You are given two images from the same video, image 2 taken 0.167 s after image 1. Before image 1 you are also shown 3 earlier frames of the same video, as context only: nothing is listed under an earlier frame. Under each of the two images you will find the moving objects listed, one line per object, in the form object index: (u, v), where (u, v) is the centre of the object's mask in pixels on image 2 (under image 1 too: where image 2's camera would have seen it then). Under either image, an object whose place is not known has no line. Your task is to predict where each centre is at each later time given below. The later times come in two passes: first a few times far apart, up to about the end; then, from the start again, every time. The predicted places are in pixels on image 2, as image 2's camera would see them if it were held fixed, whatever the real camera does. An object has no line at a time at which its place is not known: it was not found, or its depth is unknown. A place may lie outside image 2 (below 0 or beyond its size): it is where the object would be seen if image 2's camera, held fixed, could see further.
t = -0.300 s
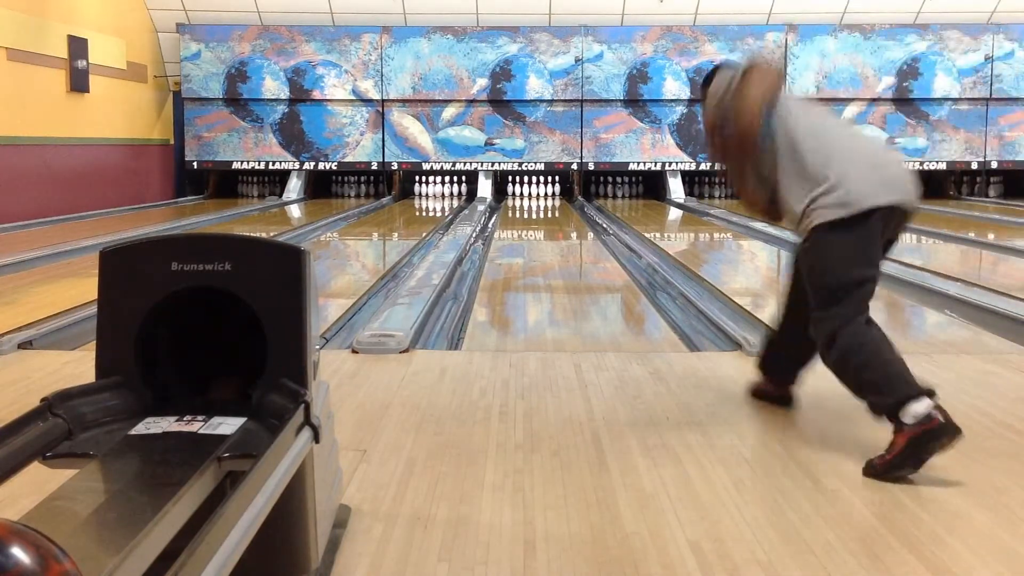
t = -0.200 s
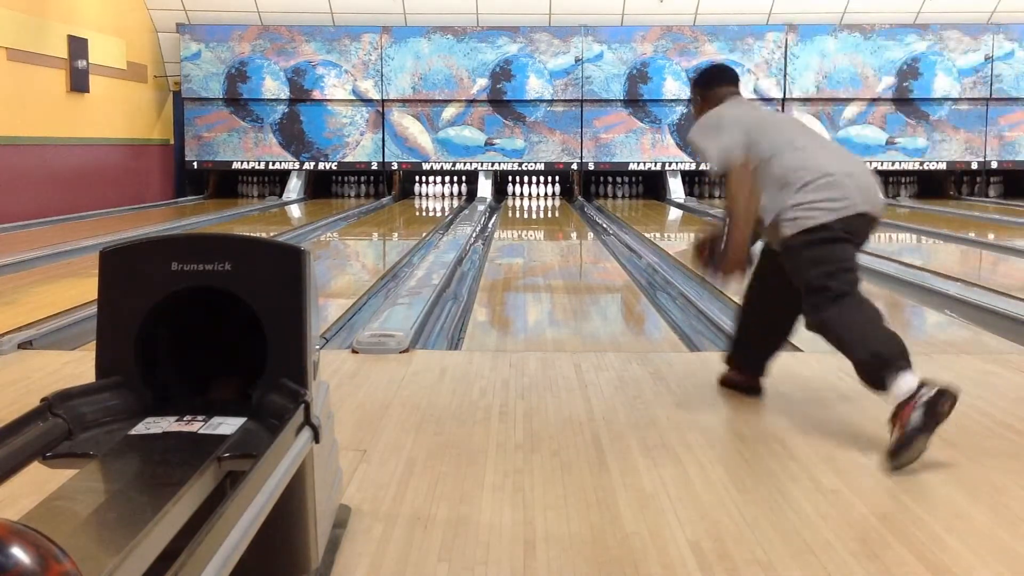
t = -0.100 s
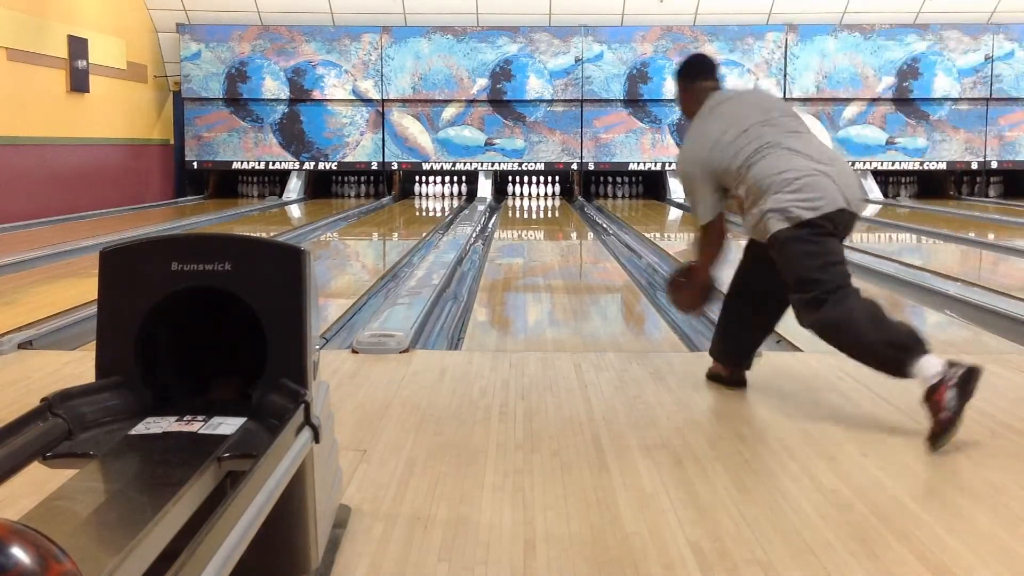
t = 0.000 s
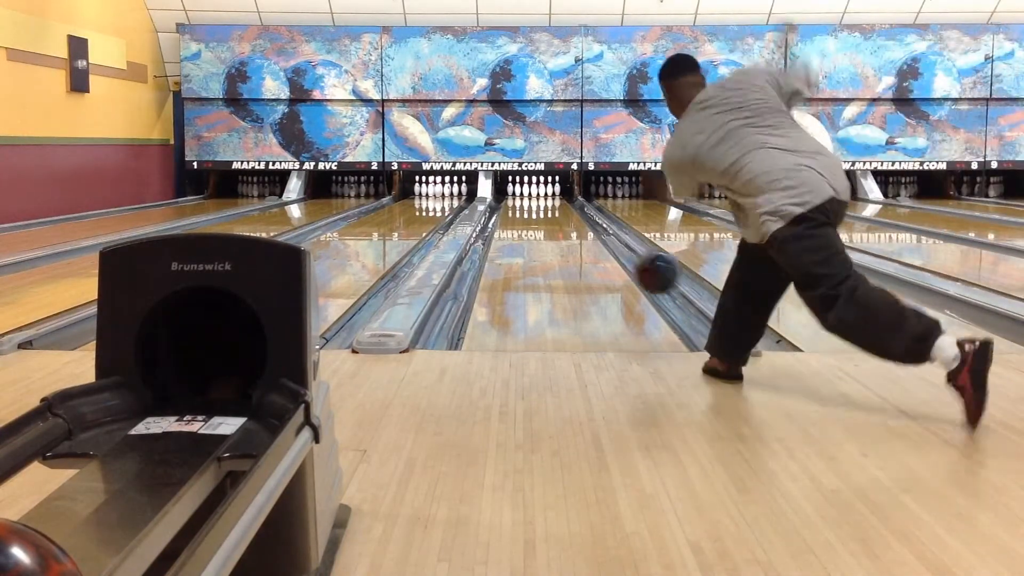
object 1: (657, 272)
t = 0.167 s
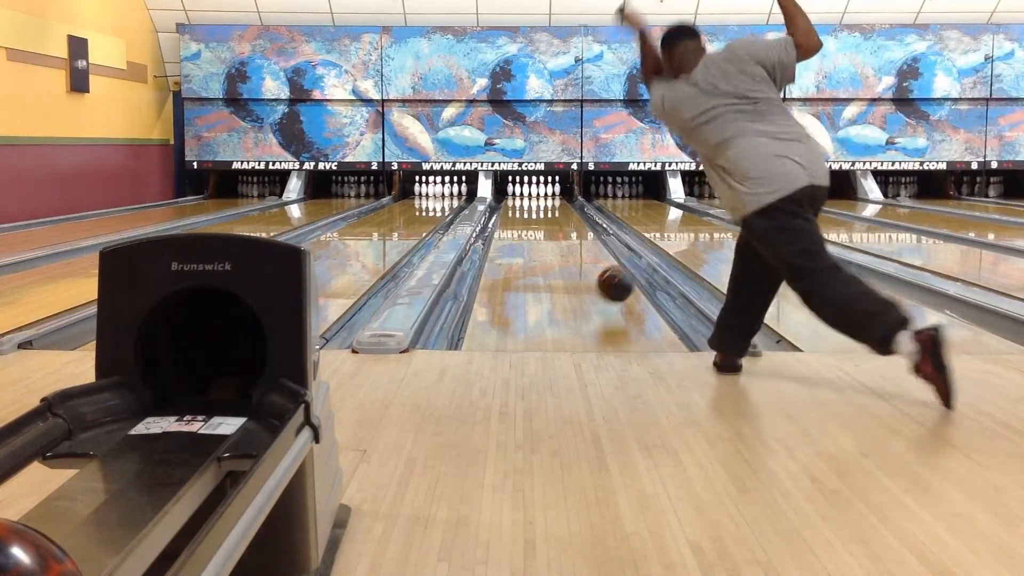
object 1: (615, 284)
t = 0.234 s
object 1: (602, 279)
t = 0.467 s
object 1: (570, 257)
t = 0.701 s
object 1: (548, 241)
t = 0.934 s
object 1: (533, 228)
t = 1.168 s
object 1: (522, 218)
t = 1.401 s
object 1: (515, 211)
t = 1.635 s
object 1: (512, 205)
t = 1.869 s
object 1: (512, 200)
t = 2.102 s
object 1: (518, 196)
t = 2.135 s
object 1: (519, 196)
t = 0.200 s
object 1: (608, 288)
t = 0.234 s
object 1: (602, 279)
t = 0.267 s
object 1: (597, 273)
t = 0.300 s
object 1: (592, 269)
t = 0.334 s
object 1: (587, 267)
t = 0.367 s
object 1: (582, 266)
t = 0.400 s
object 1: (578, 263)
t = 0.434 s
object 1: (574, 260)
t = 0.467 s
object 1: (570, 257)
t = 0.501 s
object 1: (566, 254)
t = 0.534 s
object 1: (563, 252)
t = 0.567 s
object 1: (559, 250)
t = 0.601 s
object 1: (556, 247)
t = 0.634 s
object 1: (553, 245)
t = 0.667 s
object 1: (551, 242)
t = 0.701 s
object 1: (548, 241)
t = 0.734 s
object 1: (545, 239)
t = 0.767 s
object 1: (543, 236)
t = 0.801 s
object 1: (541, 235)
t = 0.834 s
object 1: (538, 233)
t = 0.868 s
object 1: (536, 231)
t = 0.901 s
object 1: (535, 230)
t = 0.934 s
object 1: (533, 228)
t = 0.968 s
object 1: (531, 227)
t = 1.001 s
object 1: (530, 225)
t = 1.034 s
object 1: (528, 223)
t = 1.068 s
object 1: (526, 222)
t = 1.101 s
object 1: (525, 221)
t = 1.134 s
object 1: (523, 220)
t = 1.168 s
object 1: (522, 218)
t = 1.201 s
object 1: (521, 217)
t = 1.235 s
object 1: (519, 216)
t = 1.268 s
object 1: (518, 214)
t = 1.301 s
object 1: (517, 213)
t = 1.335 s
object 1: (516, 212)
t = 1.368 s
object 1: (516, 211)
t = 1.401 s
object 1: (515, 211)
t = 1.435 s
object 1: (515, 210)
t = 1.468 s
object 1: (514, 209)
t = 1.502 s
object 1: (513, 208)
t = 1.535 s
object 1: (513, 207)
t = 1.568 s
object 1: (512, 207)
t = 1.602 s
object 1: (512, 206)
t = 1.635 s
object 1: (512, 205)
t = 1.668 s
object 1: (512, 204)
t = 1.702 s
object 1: (511, 204)
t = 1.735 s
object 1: (511, 203)
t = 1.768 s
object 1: (511, 202)
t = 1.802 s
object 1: (512, 201)
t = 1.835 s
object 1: (512, 201)
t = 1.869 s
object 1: (512, 200)
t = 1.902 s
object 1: (513, 200)
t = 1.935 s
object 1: (513, 199)
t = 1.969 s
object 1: (514, 198)
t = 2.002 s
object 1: (515, 198)
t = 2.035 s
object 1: (516, 197)
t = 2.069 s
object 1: (517, 197)
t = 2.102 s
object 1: (518, 196)
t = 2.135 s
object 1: (519, 196)
